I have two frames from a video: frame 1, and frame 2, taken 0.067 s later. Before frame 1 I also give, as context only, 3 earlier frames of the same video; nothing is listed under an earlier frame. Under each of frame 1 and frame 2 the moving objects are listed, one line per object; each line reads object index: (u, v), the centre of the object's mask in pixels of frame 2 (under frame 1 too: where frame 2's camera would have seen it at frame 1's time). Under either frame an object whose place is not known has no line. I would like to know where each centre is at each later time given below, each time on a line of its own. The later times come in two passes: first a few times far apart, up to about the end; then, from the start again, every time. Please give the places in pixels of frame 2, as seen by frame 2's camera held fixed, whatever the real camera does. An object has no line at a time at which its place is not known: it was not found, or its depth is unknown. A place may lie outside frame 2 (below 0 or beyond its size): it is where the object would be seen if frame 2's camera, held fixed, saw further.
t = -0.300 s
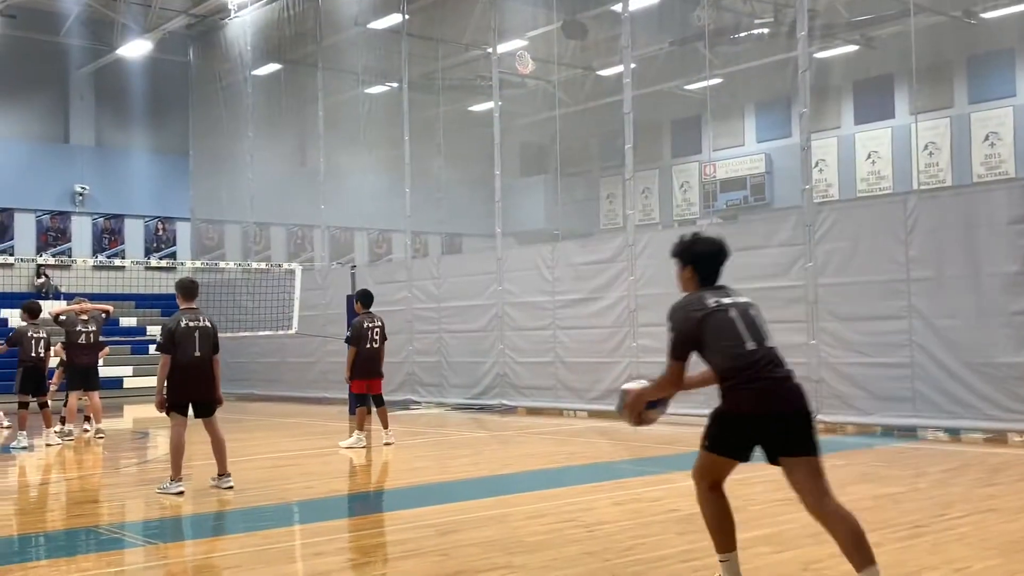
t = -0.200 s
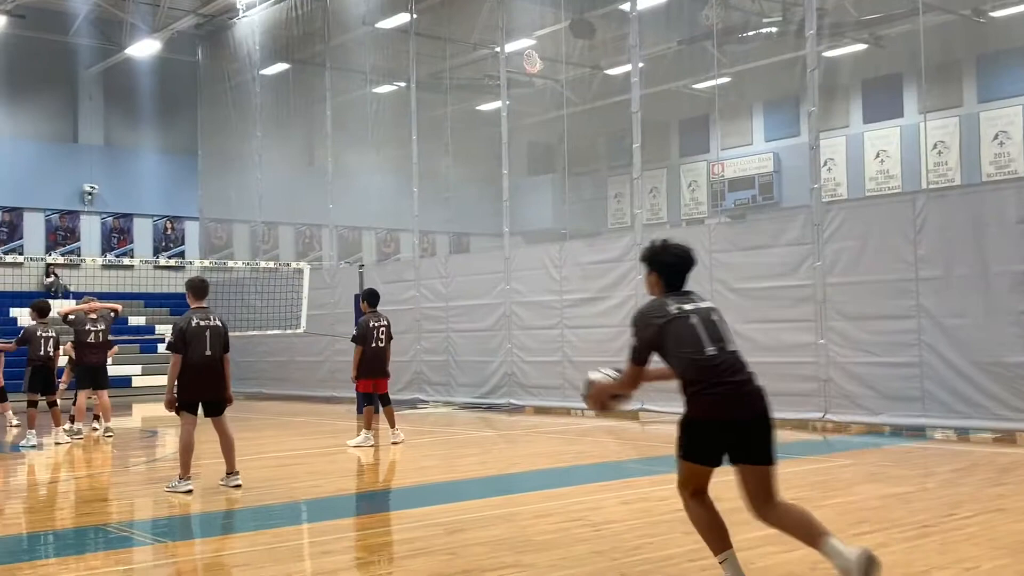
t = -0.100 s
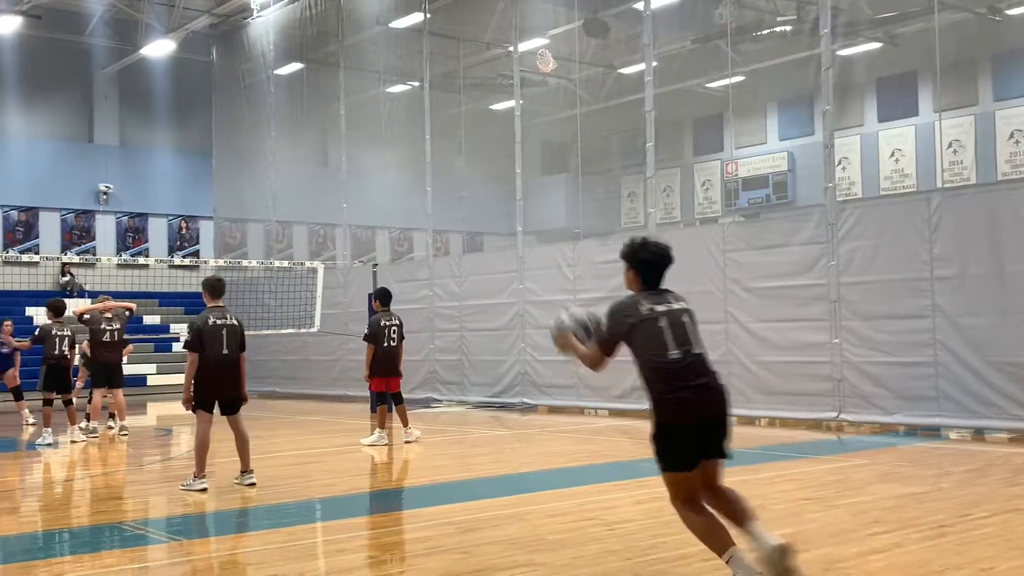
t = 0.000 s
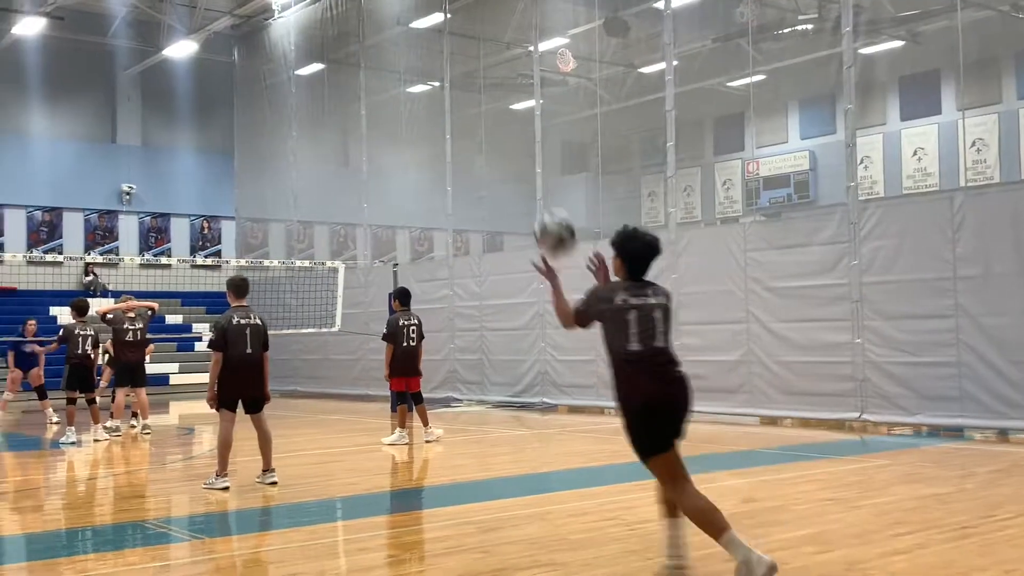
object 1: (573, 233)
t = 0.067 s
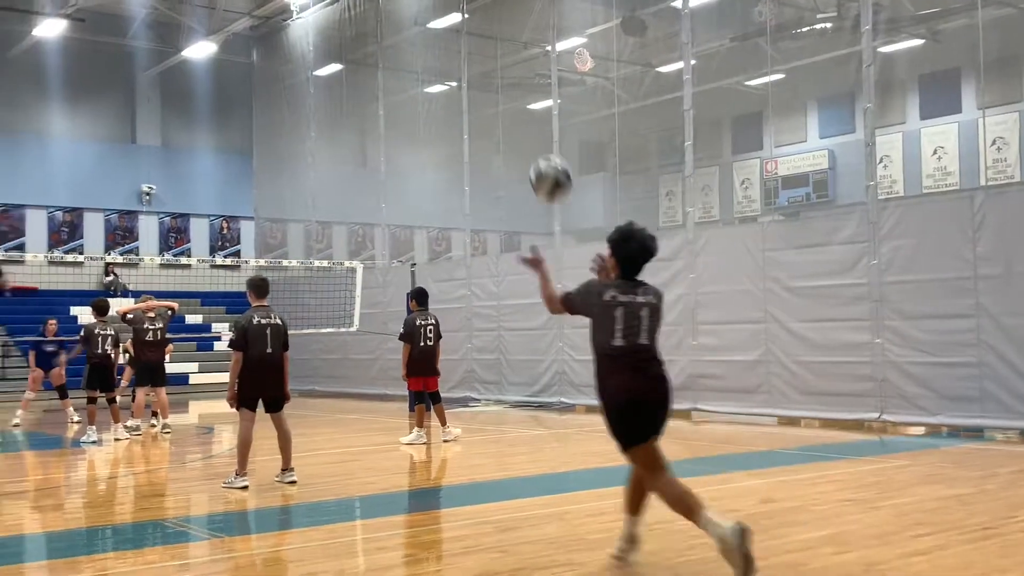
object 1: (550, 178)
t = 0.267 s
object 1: (493, 76)
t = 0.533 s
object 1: (432, 60)
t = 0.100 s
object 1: (540, 155)
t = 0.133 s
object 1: (530, 134)
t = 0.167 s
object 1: (520, 117)
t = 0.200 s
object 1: (511, 100)
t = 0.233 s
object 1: (502, 87)
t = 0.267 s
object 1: (493, 76)
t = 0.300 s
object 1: (485, 67)
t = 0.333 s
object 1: (477, 60)
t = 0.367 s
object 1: (469, 55)
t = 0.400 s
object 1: (461, 52)
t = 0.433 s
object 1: (453, 51)
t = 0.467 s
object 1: (446, 52)
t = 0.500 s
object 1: (439, 56)
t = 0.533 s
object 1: (432, 60)
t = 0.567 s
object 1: (425, 65)
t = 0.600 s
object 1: (418, 73)
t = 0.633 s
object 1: (411, 83)
